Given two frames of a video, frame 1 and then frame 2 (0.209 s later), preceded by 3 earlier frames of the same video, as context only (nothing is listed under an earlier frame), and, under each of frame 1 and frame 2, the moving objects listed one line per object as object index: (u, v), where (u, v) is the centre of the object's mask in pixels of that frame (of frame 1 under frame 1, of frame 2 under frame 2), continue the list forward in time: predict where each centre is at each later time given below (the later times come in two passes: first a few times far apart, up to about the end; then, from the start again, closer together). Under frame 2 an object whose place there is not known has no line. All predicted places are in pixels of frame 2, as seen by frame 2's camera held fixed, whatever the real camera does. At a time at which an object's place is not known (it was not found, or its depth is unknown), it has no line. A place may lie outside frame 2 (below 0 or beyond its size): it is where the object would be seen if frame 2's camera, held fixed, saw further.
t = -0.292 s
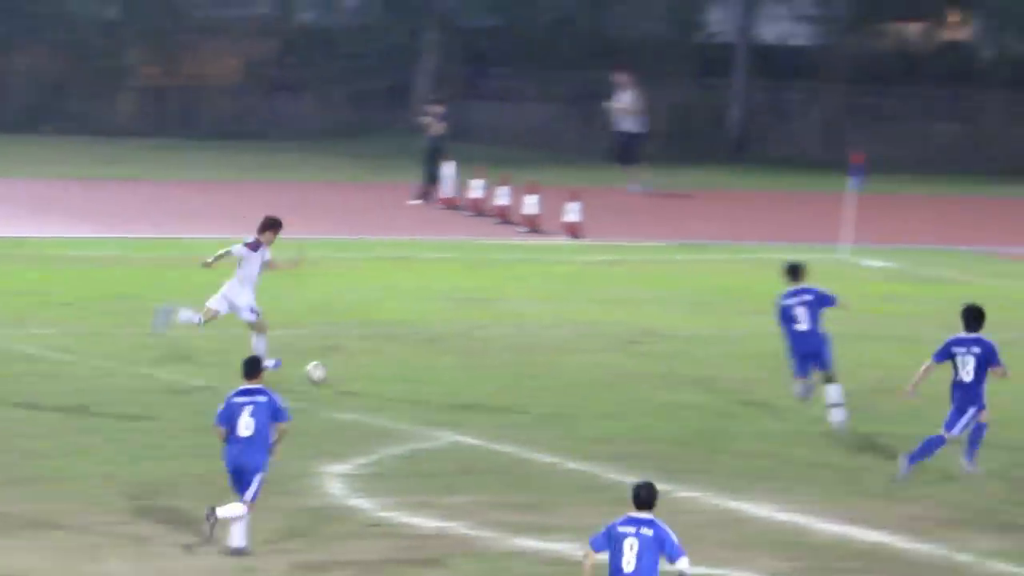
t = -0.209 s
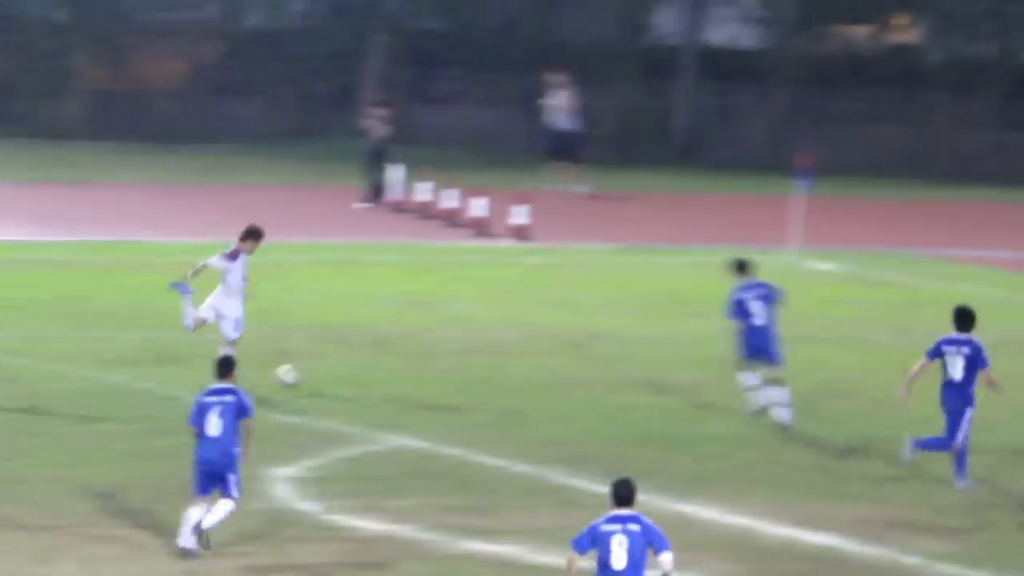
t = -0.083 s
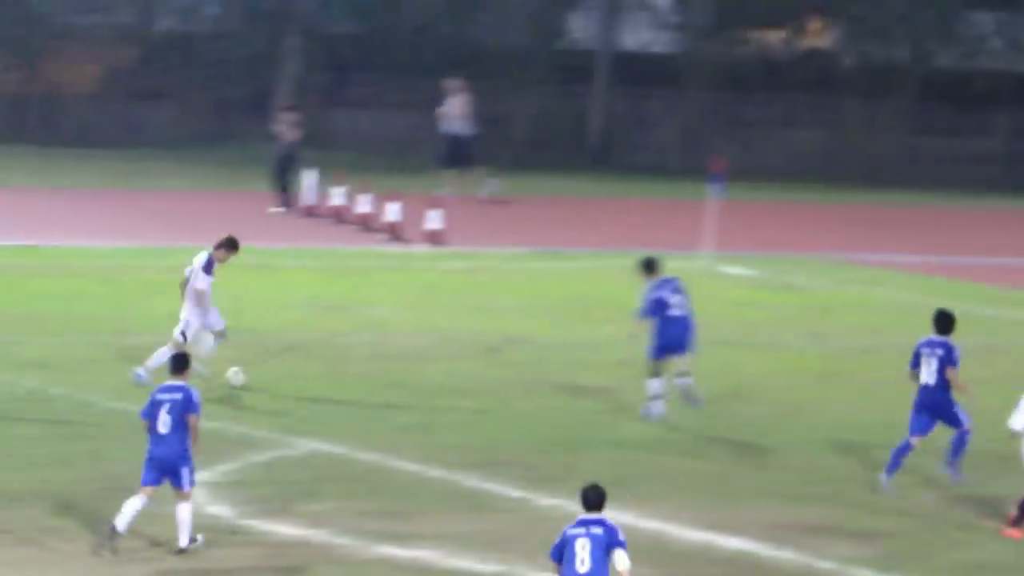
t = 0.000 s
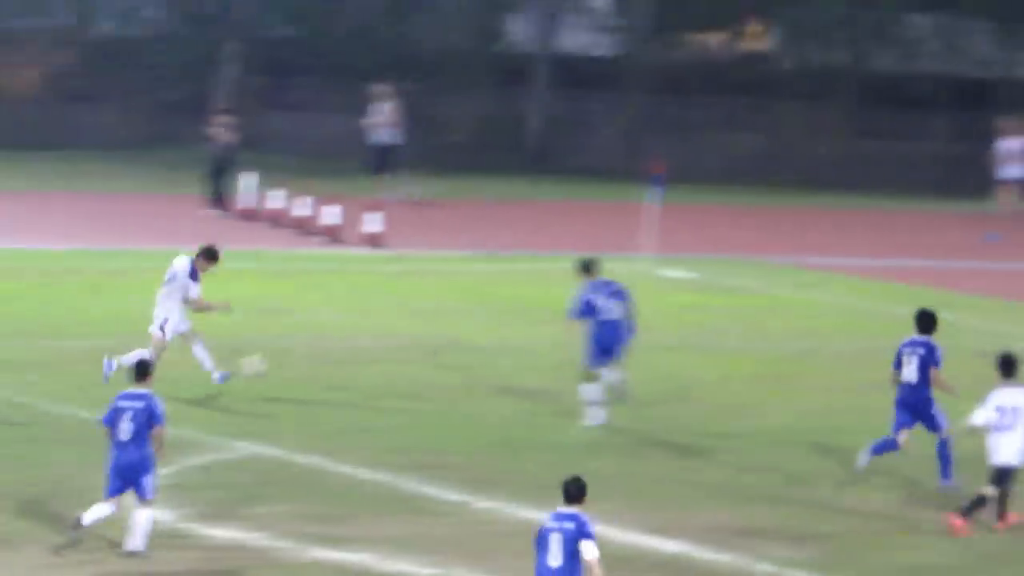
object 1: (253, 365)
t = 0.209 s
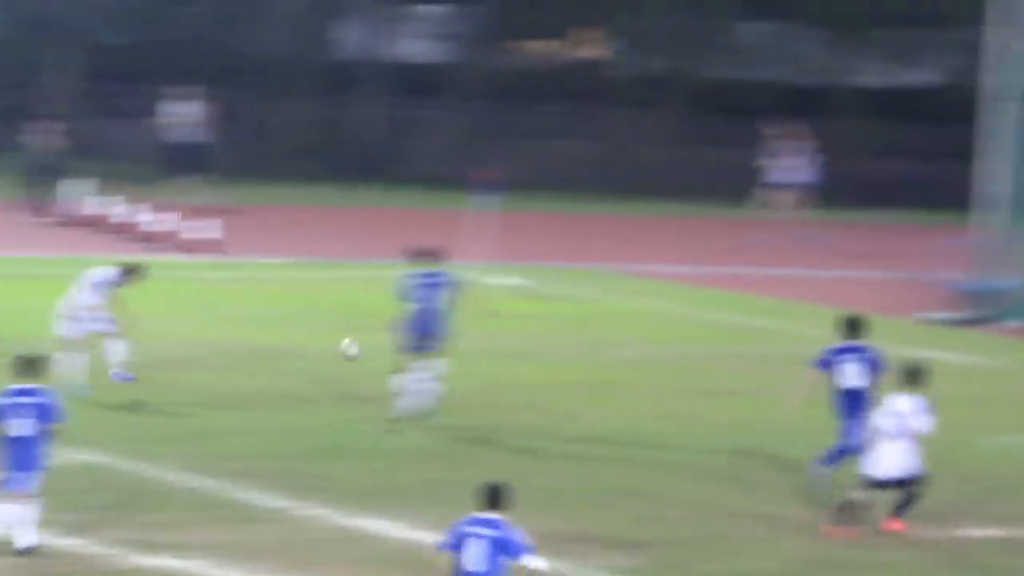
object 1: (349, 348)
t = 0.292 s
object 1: (452, 349)
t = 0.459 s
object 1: (648, 368)
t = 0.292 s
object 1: (452, 349)
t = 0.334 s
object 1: (501, 350)
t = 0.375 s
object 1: (549, 355)
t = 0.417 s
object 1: (598, 360)
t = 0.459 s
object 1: (648, 368)
